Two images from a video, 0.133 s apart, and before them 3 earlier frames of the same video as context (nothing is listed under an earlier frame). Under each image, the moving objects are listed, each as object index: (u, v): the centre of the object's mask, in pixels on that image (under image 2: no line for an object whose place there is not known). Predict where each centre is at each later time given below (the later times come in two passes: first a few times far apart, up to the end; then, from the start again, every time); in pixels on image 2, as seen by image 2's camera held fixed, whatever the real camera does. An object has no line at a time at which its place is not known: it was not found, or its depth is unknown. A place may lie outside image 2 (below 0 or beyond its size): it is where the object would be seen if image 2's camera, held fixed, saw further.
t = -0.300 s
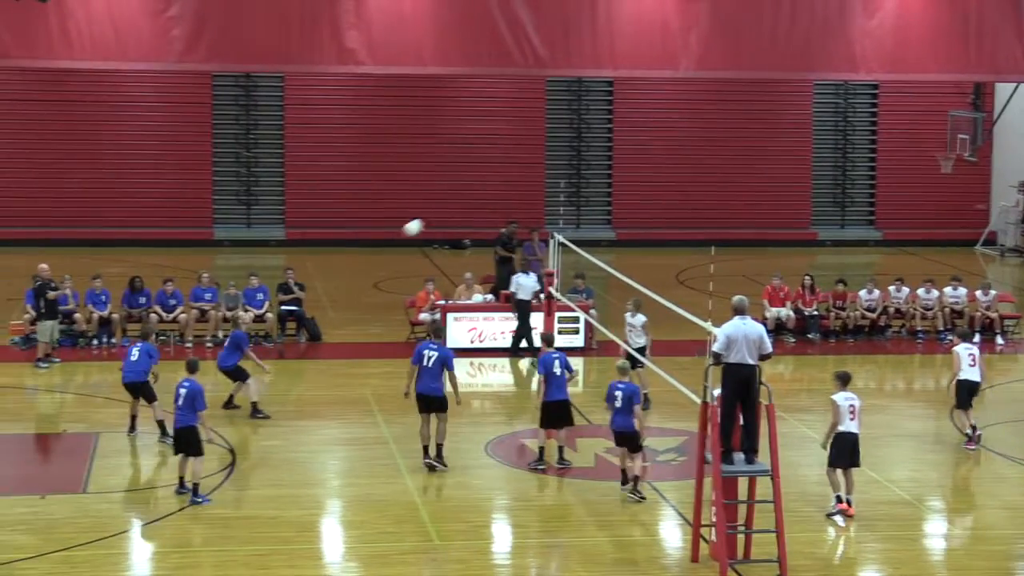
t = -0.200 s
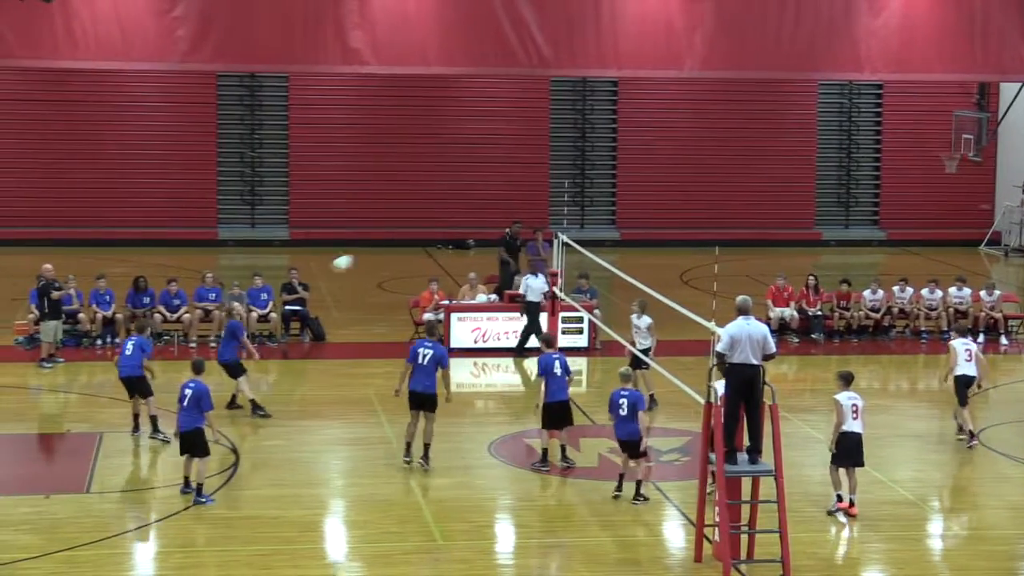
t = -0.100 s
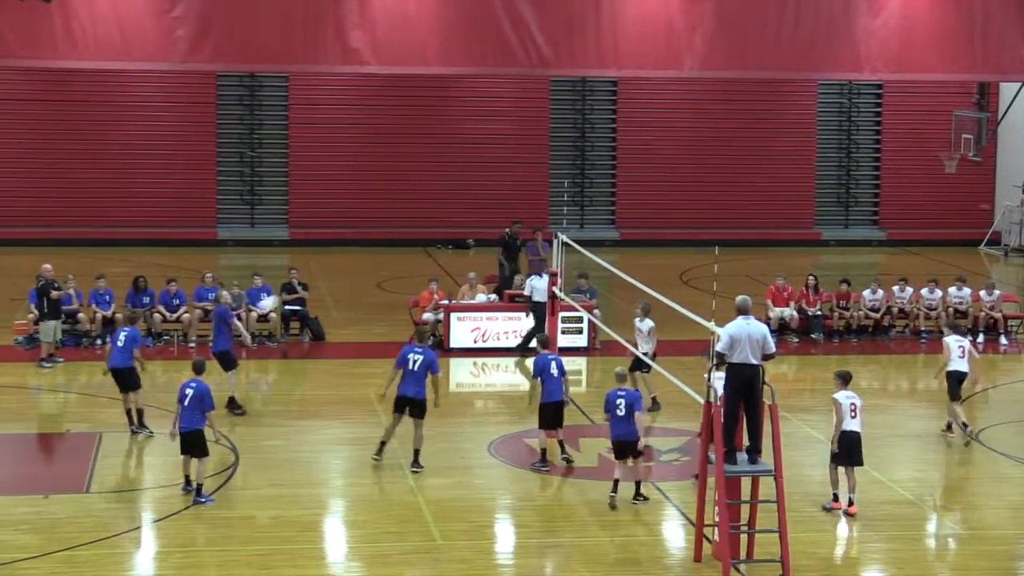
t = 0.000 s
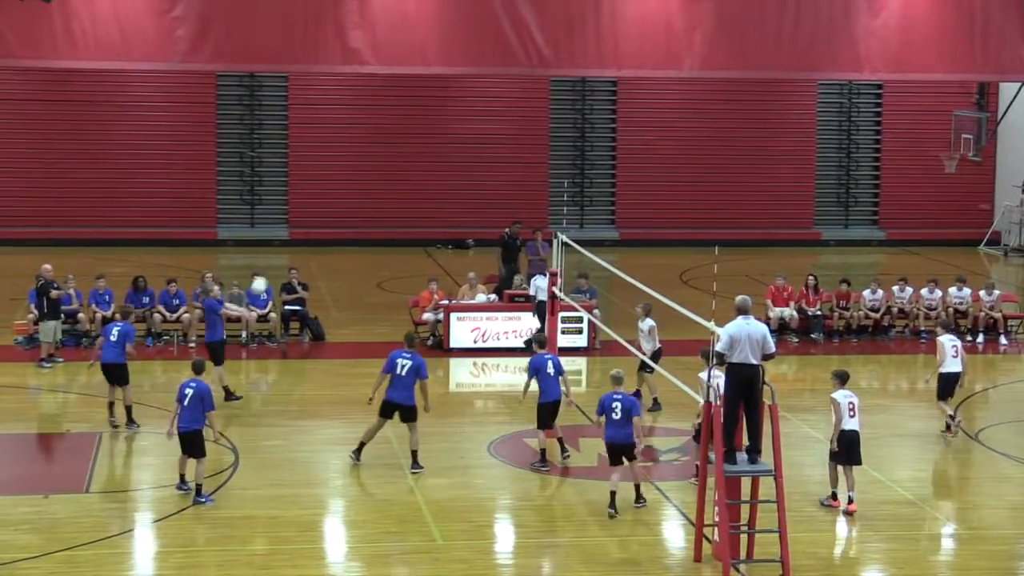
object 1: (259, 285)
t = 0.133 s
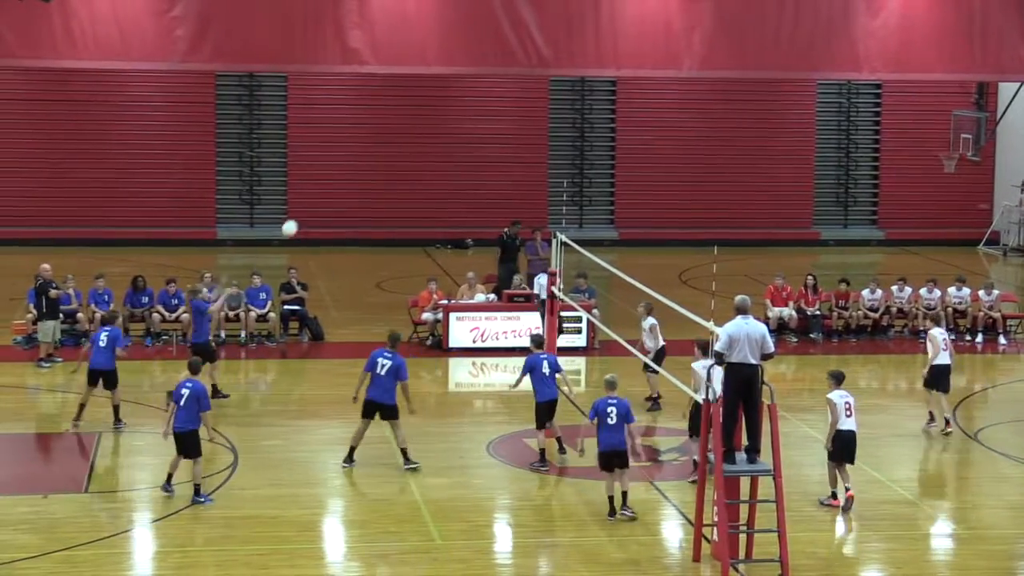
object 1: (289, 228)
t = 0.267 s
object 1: (321, 183)
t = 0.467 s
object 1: (364, 141)
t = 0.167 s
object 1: (297, 216)
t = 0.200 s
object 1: (305, 204)
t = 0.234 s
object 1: (313, 194)
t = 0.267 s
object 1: (321, 183)
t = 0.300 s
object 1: (328, 174)
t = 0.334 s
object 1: (336, 165)
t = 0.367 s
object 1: (344, 158)
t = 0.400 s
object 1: (351, 152)
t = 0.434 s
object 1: (357, 146)
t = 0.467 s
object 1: (364, 141)
